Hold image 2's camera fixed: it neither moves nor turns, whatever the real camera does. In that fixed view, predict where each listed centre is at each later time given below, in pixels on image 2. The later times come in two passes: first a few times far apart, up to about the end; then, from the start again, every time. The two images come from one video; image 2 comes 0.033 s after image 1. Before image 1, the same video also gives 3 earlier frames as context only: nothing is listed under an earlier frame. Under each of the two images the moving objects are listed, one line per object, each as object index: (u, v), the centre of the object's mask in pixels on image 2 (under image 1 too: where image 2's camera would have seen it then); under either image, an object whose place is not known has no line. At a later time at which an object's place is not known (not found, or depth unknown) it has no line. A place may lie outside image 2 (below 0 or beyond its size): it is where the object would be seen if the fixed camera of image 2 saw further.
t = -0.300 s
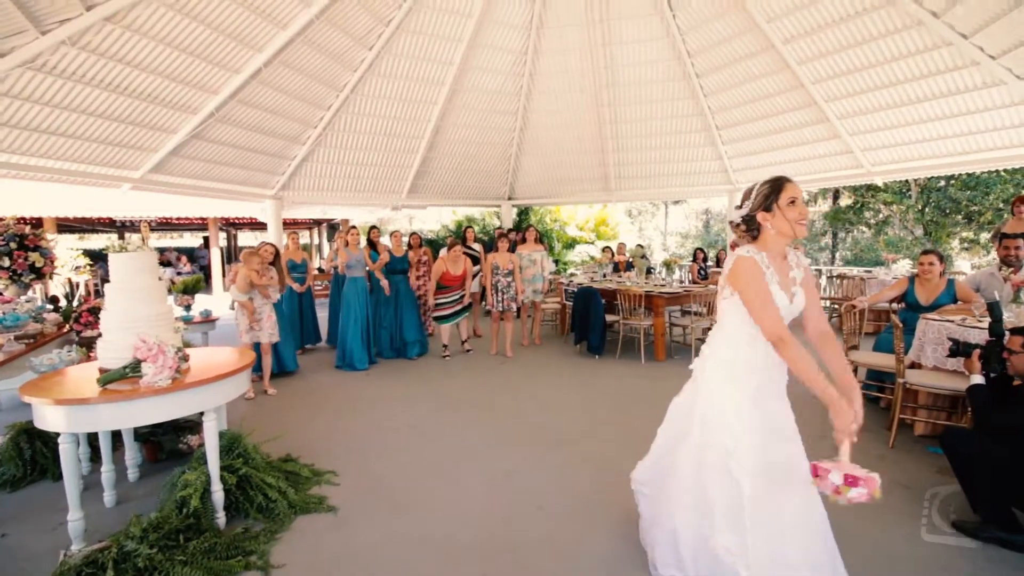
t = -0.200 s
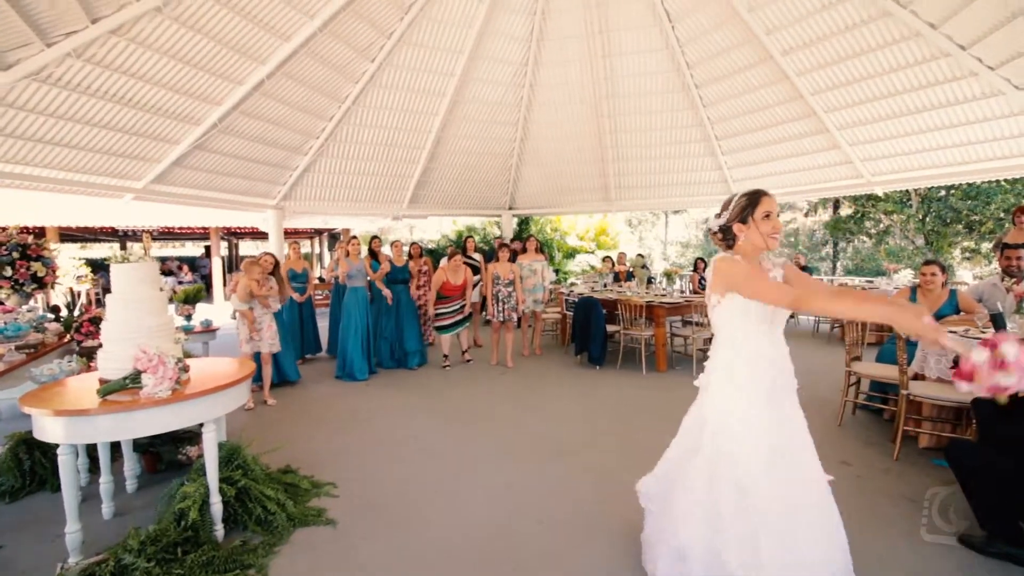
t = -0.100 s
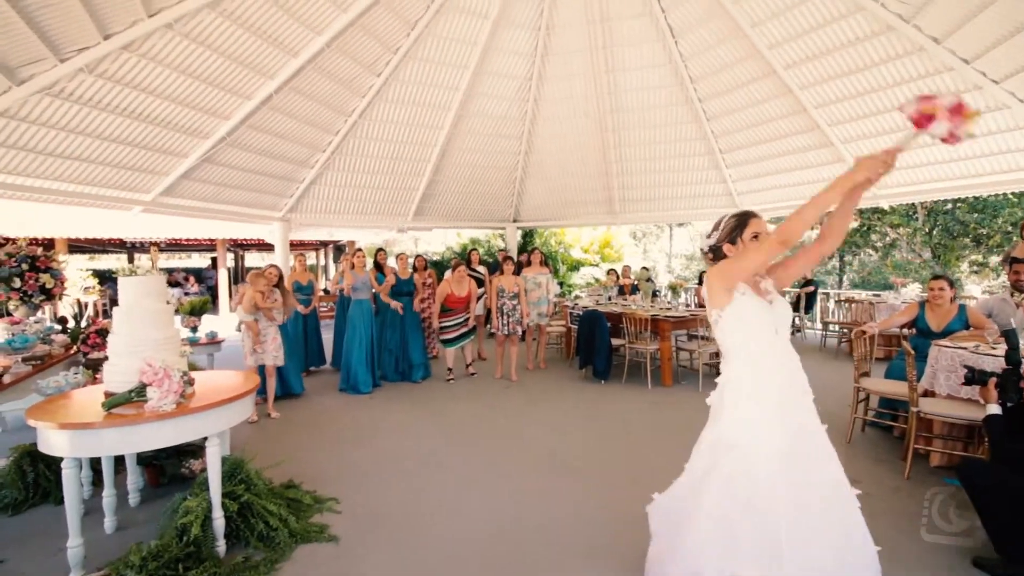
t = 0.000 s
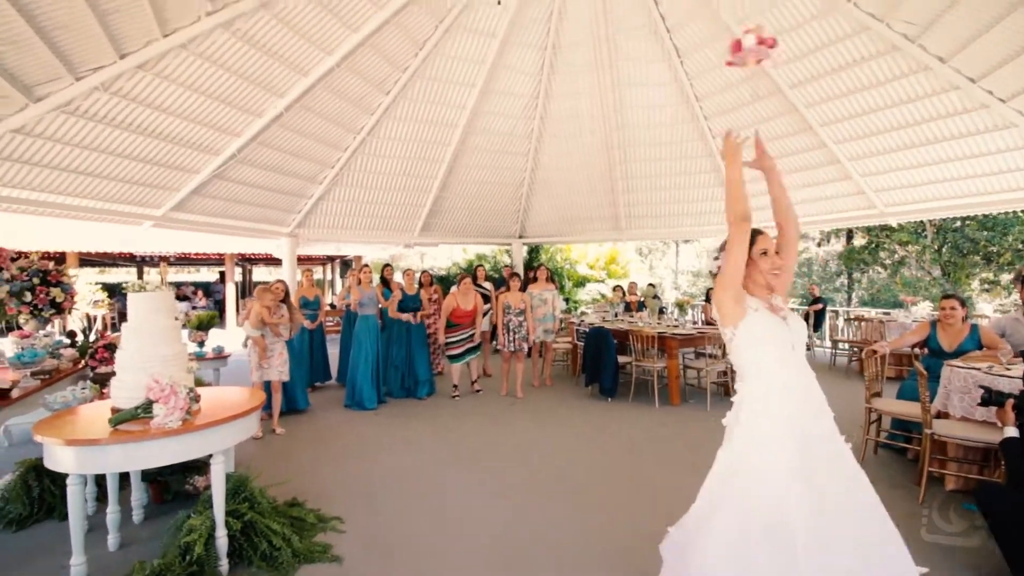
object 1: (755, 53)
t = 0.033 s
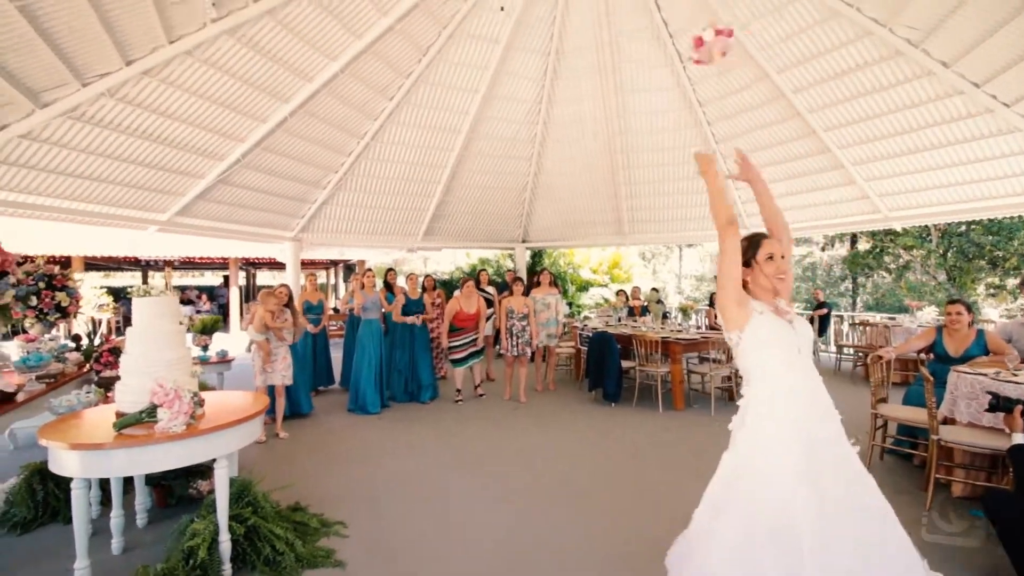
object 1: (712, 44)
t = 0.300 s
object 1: (556, 65)
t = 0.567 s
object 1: (500, 136)
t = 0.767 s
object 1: (484, 205)
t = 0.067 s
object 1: (678, 40)
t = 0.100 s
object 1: (652, 37)
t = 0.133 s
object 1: (629, 39)
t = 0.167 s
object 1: (610, 41)
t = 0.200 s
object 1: (592, 47)
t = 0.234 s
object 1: (577, 52)
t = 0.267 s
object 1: (567, 59)
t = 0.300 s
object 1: (556, 65)
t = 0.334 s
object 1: (547, 72)
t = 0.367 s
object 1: (537, 80)
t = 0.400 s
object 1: (529, 89)
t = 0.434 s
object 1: (522, 97)
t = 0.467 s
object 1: (516, 106)
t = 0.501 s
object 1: (510, 116)
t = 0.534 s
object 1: (505, 126)
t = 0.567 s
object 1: (500, 136)
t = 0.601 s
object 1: (497, 149)
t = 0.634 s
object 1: (494, 160)
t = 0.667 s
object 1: (491, 171)
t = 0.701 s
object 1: (489, 181)
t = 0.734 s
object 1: (488, 193)
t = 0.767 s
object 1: (484, 205)
